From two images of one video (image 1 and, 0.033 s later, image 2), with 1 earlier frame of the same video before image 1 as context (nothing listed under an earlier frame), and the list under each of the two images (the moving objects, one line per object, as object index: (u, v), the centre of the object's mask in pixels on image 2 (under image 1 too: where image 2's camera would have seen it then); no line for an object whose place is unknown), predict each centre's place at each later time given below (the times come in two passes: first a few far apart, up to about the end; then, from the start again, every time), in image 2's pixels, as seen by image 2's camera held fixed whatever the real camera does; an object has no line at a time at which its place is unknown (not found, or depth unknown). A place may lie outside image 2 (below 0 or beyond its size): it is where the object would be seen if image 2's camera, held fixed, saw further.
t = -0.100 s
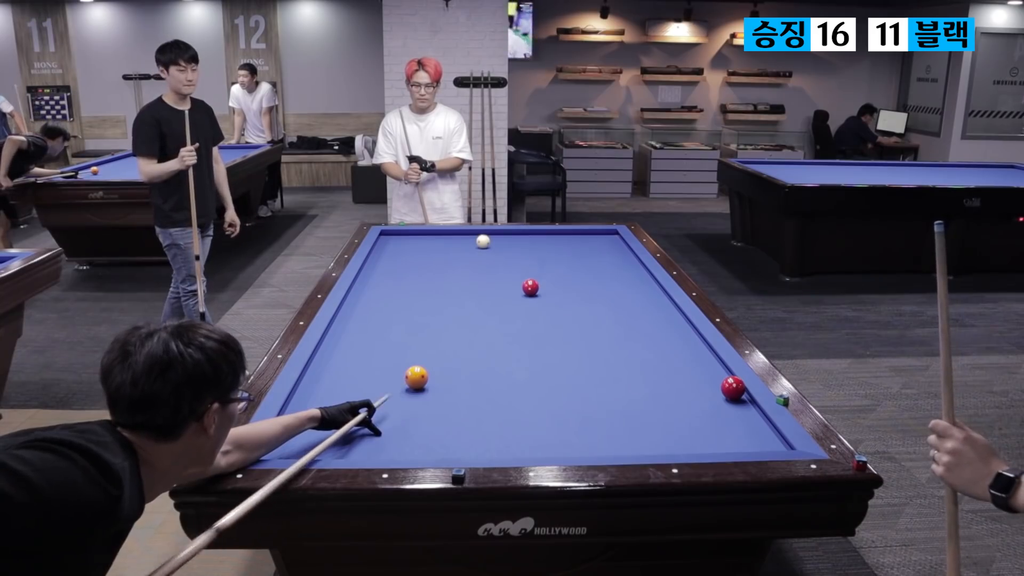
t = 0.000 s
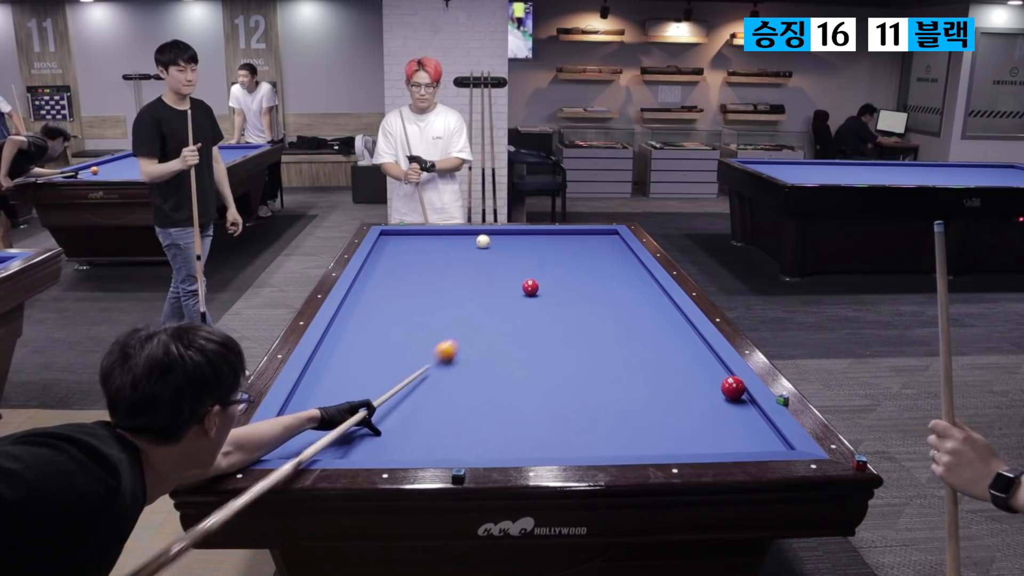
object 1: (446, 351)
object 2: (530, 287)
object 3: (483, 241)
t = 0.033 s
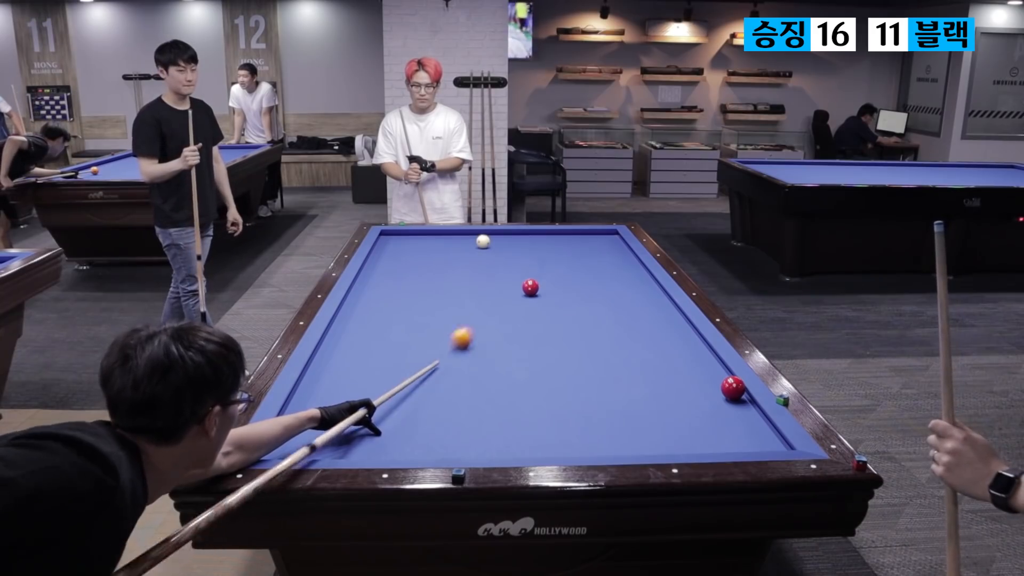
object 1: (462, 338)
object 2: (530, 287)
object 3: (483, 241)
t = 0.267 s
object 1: (496, 282)
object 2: (571, 278)
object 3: (483, 241)
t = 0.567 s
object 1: (445, 252)
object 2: (586, 256)
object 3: (483, 241)
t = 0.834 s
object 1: (416, 232)
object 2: (516, 246)
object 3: (483, 241)
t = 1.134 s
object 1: (400, 246)
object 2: (485, 243)
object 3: (448, 236)
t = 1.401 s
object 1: (432, 258)
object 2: (469, 241)
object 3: (415, 232)
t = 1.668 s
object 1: (467, 272)
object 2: (453, 239)
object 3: (388, 235)
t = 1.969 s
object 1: (512, 289)
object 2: (436, 237)
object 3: (399, 238)
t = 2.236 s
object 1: (558, 307)
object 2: (423, 236)
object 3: (413, 242)
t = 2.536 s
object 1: (617, 329)
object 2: (406, 235)
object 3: (429, 245)
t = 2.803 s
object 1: (678, 353)
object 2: (394, 234)
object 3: (443, 248)
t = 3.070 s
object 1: (712, 377)
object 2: (388, 233)
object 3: (458, 251)
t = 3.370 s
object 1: (692, 402)
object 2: (395, 232)
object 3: (474, 254)
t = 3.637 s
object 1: (669, 425)
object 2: (401, 232)
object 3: (488, 258)
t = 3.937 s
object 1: (639, 445)
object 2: (406, 232)
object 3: (504, 261)
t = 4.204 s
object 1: (612, 434)
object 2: (410, 232)
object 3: (519, 264)
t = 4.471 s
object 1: (588, 422)
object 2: (414, 232)
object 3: (533, 267)
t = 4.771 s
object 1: (563, 410)
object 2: (418, 232)
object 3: (548, 270)
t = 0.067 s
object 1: (476, 325)
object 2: (530, 287)
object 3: (483, 241)
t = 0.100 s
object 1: (489, 314)
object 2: (530, 287)
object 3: (483, 241)
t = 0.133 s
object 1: (500, 305)
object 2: (530, 287)
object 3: (483, 241)
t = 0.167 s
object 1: (511, 296)
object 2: (530, 287)
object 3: (483, 241)
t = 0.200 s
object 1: (515, 289)
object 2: (536, 285)
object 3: (483, 241)
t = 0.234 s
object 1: (505, 285)
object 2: (554, 282)
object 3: (483, 241)
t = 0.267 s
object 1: (496, 282)
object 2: (571, 278)
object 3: (483, 241)
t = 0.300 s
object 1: (487, 278)
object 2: (587, 274)
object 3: (483, 241)
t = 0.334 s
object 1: (480, 275)
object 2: (602, 271)
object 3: (483, 241)
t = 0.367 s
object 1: (473, 271)
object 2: (616, 268)
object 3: (483, 241)
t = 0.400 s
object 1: (467, 268)
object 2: (629, 265)
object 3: (483, 241)
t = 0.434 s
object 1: (462, 265)
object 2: (634, 263)
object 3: (483, 241)
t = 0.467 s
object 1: (458, 261)
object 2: (621, 261)
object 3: (483, 241)
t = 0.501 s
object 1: (453, 258)
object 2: (609, 259)
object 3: (483, 241)
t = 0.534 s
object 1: (449, 255)
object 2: (597, 258)
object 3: (483, 241)
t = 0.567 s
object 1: (445, 252)
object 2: (586, 256)
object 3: (483, 241)
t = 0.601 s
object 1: (441, 249)
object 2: (576, 255)
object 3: (483, 241)
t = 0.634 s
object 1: (437, 247)
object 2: (566, 254)
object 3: (483, 241)
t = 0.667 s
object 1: (433, 244)
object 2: (557, 253)
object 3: (483, 241)
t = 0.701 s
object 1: (430, 241)
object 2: (548, 251)
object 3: (483, 241)
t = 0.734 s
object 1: (426, 239)
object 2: (540, 250)
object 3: (483, 241)
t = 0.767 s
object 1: (423, 236)
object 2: (531, 249)
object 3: (483, 241)
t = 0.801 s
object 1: (420, 234)
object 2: (524, 247)
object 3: (483, 241)
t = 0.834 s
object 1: (416, 232)
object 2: (516, 246)
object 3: (483, 241)
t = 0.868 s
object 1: (411, 232)
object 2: (508, 245)
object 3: (483, 241)
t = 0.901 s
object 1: (403, 234)
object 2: (500, 244)
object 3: (483, 241)
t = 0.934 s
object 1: (396, 236)
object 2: (494, 244)
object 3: (480, 241)
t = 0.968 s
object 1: (388, 237)
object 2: (493, 243)
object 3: (474, 240)
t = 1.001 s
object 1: (382, 240)
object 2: (492, 243)
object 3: (468, 239)
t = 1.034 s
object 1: (385, 239)
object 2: (491, 243)
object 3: (462, 238)
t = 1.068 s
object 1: (392, 244)
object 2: (489, 243)
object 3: (457, 237)
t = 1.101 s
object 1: (396, 245)
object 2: (488, 243)
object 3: (452, 236)
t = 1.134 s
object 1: (400, 246)
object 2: (485, 243)
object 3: (448, 236)
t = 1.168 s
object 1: (404, 248)
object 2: (483, 243)
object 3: (443, 235)
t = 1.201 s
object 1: (408, 249)
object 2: (481, 242)
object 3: (439, 234)
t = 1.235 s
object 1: (412, 251)
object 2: (479, 242)
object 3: (435, 234)
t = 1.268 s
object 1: (416, 252)
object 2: (477, 242)
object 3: (430, 233)
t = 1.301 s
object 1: (420, 254)
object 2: (475, 242)
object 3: (426, 232)
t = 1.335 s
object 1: (424, 255)
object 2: (473, 241)
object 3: (422, 232)
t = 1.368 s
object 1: (428, 257)
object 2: (471, 241)
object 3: (418, 231)
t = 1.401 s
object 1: (432, 258)
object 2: (469, 241)
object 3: (415, 232)
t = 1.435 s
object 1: (436, 260)
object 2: (467, 241)
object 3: (411, 232)
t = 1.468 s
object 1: (440, 262)
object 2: (465, 240)
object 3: (408, 233)
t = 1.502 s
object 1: (445, 263)
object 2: (463, 240)
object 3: (405, 233)
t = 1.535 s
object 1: (449, 265)
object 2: (461, 240)
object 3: (401, 233)
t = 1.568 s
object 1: (453, 267)
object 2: (459, 240)
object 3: (398, 234)
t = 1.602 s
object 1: (458, 269)
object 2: (457, 240)
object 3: (395, 234)
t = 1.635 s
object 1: (463, 270)
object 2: (455, 239)
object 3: (391, 234)
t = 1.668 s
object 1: (467, 272)
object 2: (453, 239)
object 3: (388, 235)
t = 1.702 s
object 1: (472, 274)
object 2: (451, 239)
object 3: (385, 236)
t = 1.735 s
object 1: (477, 276)
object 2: (449, 239)
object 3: (386, 236)
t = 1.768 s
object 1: (482, 278)
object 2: (447, 239)
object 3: (388, 236)
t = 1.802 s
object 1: (486, 279)
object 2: (445, 238)
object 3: (390, 236)
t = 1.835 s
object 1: (491, 281)
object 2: (443, 238)
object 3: (391, 237)
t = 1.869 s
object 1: (496, 283)
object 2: (441, 238)
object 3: (393, 237)
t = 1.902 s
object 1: (502, 285)
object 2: (440, 238)
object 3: (395, 238)
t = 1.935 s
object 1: (507, 287)
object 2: (438, 238)
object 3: (397, 238)
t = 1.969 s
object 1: (512, 289)
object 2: (436, 237)
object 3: (399, 238)
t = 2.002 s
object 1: (517, 291)
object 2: (434, 237)
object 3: (400, 239)
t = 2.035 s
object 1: (523, 293)
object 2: (432, 237)
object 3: (402, 239)
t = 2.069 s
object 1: (529, 295)
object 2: (430, 237)
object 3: (404, 239)
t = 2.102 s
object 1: (534, 298)
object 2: (429, 237)
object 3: (406, 240)
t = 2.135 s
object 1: (540, 300)
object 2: (427, 237)
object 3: (408, 240)
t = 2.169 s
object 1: (546, 302)
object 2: (425, 237)
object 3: (409, 241)
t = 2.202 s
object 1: (552, 304)
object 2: (424, 236)
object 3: (411, 241)
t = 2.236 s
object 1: (558, 307)
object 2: (423, 236)
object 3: (413, 242)
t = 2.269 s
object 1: (564, 309)
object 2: (421, 235)
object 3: (415, 242)
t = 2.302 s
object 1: (570, 311)
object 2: (419, 233)
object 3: (417, 242)
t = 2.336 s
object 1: (577, 314)
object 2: (416, 233)
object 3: (418, 243)
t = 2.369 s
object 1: (583, 316)
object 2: (414, 234)
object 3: (420, 243)
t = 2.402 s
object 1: (590, 319)
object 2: (413, 235)
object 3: (422, 243)
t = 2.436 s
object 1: (596, 321)
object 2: (411, 235)
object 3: (424, 244)
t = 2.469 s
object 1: (603, 324)
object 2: (410, 235)
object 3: (426, 244)
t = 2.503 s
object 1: (610, 327)
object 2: (408, 235)
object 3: (427, 244)
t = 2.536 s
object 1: (617, 329)
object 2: (406, 235)
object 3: (429, 245)
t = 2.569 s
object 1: (624, 332)
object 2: (405, 235)
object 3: (431, 245)
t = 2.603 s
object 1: (632, 335)
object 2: (403, 235)
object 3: (433, 246)
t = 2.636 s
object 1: (639, 338)
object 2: (402, 234)
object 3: (435, 246)
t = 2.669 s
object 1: (647, 341)
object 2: (400, 234)
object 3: (436, 246)
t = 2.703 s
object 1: (654, 343)
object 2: (398, 234)
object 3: (438, 247)
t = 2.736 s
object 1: (662, 346)
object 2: (397, 234)
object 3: (440, 247)
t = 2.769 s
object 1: (670, 350)
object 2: (395, 234)
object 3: (442, 248)
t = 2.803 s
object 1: (678, 353)
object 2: (394, 234)
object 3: (443, 248)
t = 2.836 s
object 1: (686, 356)
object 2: (392, 233)
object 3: (445, 248)
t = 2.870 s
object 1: (695, 359)
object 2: (390, 233)
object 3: (447, 249)
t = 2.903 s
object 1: (703, 362)
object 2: (389, 233)
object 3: (449, 249)
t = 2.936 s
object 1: (712, 365)
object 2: (387, 233)
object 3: (451, 250)
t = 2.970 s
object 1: (719, 369)
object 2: (386, 233)
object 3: (453, 250)
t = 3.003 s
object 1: (716, 371)
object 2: (387, 233)
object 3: (454, 250)
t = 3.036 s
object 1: (714, 374)
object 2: (387, 233)
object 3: (456, 251)
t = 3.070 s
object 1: (712, 377)
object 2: (388, 233)
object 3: (458, 251)
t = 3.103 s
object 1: (711, 380)
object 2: (389, 233)
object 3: (460, 252)
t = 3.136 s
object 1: (710, 383)
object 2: (390, 233)
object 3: (462, 252)
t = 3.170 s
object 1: (707, 386)
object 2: (390, 233)
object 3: (463, 252)
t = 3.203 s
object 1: (705, 388)
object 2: (391, 233)
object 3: (465, 253)
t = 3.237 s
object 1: (702, 391)
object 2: (392, 233)
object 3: (467, 253)
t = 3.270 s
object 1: (700, 393)
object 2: (393, 233)
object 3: (469, 253)
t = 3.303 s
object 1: (697, 396)
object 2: (394, 233)
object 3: (470, 254)
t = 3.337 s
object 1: (694, 399)
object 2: (394, 232)
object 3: (472, 254)
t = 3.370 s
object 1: (692, 402)
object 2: (395, 232)
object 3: (474, 254)
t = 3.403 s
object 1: (689, 405)
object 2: (396, 232)
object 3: (476, 255)
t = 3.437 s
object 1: (686, 407)
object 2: (397, 232)
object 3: (478, 255)
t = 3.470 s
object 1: (684, 410)
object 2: (397, 232)
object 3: (480, 256)
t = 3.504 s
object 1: (681, 413)
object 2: (398, 232)
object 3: (481, 256)
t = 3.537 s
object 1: (678, 416)
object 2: (399, 232)
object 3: (483, 257)
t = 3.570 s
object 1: (675, 419)
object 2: (399, 232)
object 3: (485, 257)
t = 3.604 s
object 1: (672, 422)
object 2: (400, 232)
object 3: (487, 257)
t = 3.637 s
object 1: (669, 425)
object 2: (401, 232)
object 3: (488, 258)
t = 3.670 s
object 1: (666, 429)
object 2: (401, 232)
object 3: (490, 258)
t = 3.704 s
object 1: (663, 432)
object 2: (402, 232)
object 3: (492, 258)
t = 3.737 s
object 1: (659, 435)
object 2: (403, 232)
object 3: (494, 259)
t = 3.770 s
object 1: (656, 438)
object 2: (403, 232)
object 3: (496, 259)
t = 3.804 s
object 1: (653, 441)
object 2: (404, 232)
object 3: (497, 260)
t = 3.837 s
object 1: (649, 443)
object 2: (404, 232)
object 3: (499, 260)
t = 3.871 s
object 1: (646, 445)
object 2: (405, 232)
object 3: (501, 260)
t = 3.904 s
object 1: (643, 446)
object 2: (406, 232)
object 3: (503, 261)
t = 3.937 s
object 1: (639, 445)
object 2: (406, 232)
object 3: (504, 261)
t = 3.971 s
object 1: (635, 444)
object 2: (407, 232)
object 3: (506, 261)
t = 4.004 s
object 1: (632, 443)
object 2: (407, 232)
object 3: (508, 262)
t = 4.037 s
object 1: (629, 442)
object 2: (408, 232)
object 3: (510, 262)
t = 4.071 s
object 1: (625, 441)
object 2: (408, 232)
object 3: (512, 263)
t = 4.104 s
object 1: (622, 439)
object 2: (409, 232)
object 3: (513, 263)
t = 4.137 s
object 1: (618, 438)
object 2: (409, 232)
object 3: (515, 264)
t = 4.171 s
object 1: (615, 436)
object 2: (410, 232)
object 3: (517, 264)
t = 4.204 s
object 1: (612, 434)
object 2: (410, 232)
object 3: (519, 264)
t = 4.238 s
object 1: (609, 433)
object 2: (411, 232)
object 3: (520, 265)
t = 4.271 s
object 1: (606, 431)
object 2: (412, 232)
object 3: (522, 265)
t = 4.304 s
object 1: (603, 430)
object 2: (412, 232)
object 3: (524, 265)
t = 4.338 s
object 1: (600, 428)
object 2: (412, 232)
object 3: (526, 266)
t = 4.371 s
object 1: (597, 427)
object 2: (413, 232)
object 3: (527, 266)
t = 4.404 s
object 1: (594, 425)
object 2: (413, 232)
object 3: (529, 267)
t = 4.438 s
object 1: (591, 424)
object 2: (414, 232)
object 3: (531, 267)
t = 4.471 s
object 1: (588, 422)
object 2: (414, 232)
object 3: (533, 267)
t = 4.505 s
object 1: (585, 421)
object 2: (415, 232)
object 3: (534, 267)
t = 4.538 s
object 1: (582, 419)
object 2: (415, 232)
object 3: (536, 268)
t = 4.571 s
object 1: (579, 418)
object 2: (415, 232)
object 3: (538, 268)
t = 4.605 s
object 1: (576, 417)
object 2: (416, 232)
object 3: (540, 269)
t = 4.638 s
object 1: (574, 415)
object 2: (416, 232)
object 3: (541, 269)
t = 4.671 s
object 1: (571, 414)
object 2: (416, 232)
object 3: (543, 269)
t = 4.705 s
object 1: (568, 413)
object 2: (417, 232)
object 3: (545, 270)
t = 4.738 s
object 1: (565, 411)
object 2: (417, 232)
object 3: (546, 270)
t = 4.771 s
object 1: (563, 410)
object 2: (418, 232)
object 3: (548, 270)
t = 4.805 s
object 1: (560, 409)
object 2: (418, 232)
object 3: (550, 271)
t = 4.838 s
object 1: (557, 407)
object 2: (418, 232)
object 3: (551, 271)
